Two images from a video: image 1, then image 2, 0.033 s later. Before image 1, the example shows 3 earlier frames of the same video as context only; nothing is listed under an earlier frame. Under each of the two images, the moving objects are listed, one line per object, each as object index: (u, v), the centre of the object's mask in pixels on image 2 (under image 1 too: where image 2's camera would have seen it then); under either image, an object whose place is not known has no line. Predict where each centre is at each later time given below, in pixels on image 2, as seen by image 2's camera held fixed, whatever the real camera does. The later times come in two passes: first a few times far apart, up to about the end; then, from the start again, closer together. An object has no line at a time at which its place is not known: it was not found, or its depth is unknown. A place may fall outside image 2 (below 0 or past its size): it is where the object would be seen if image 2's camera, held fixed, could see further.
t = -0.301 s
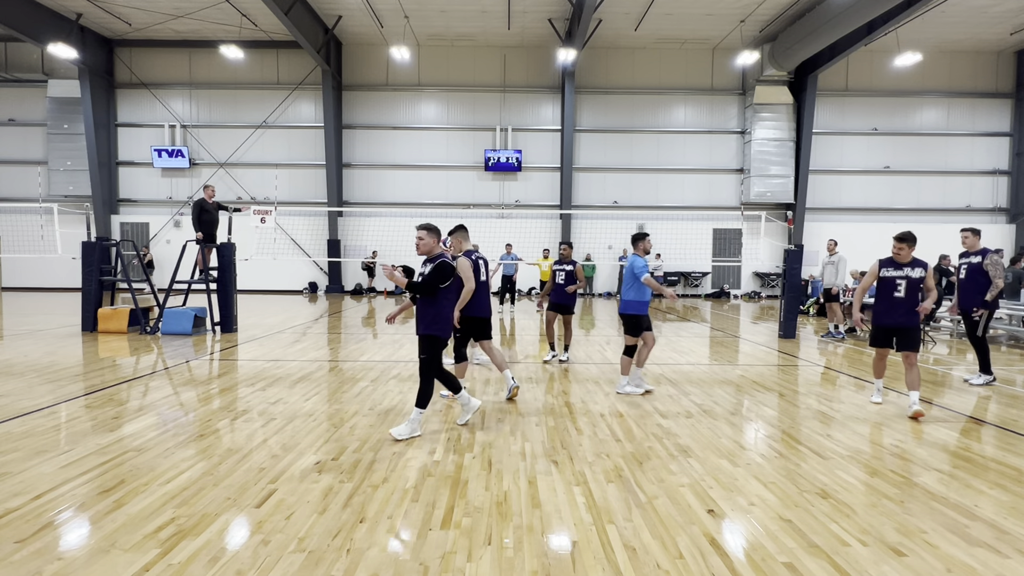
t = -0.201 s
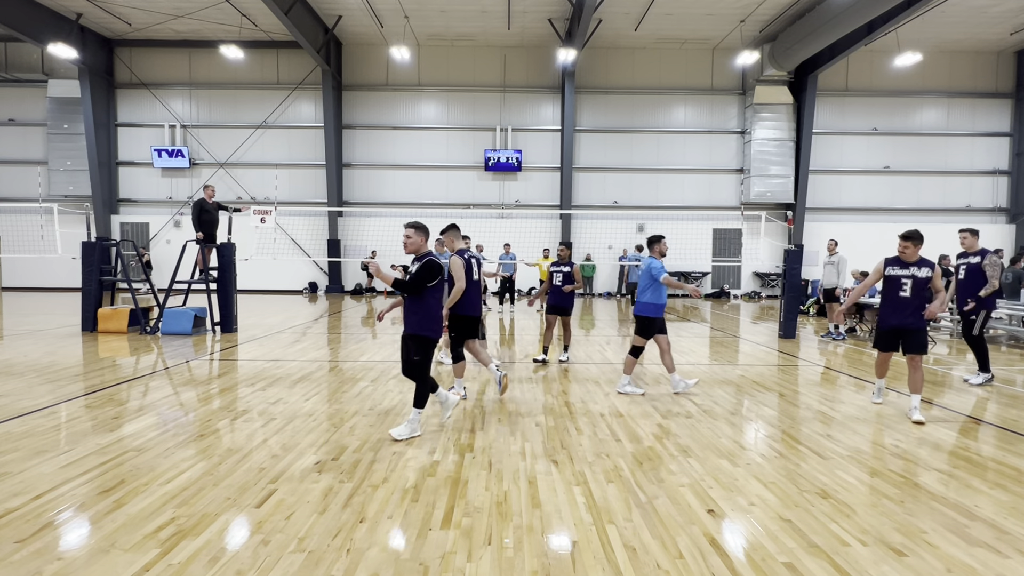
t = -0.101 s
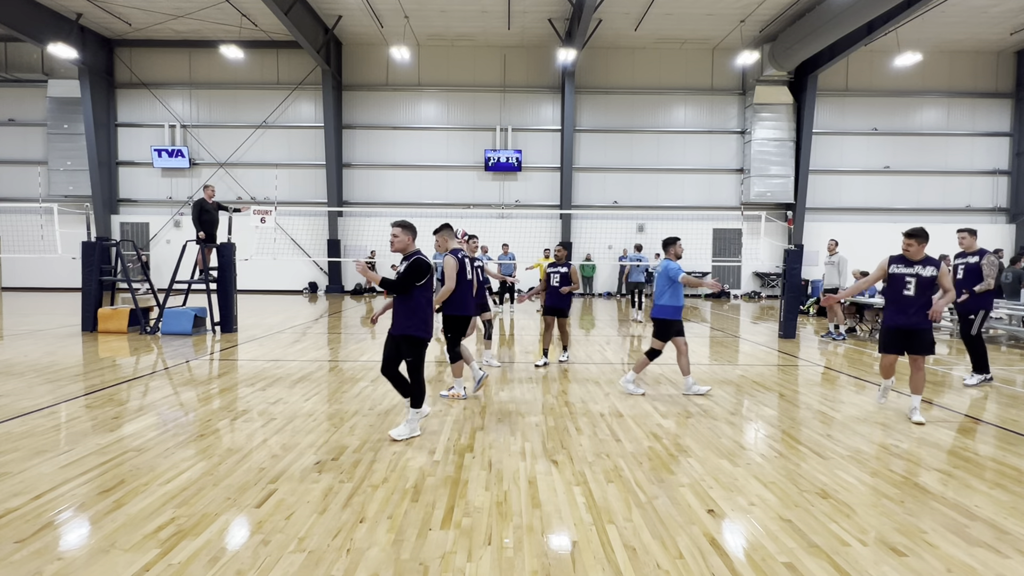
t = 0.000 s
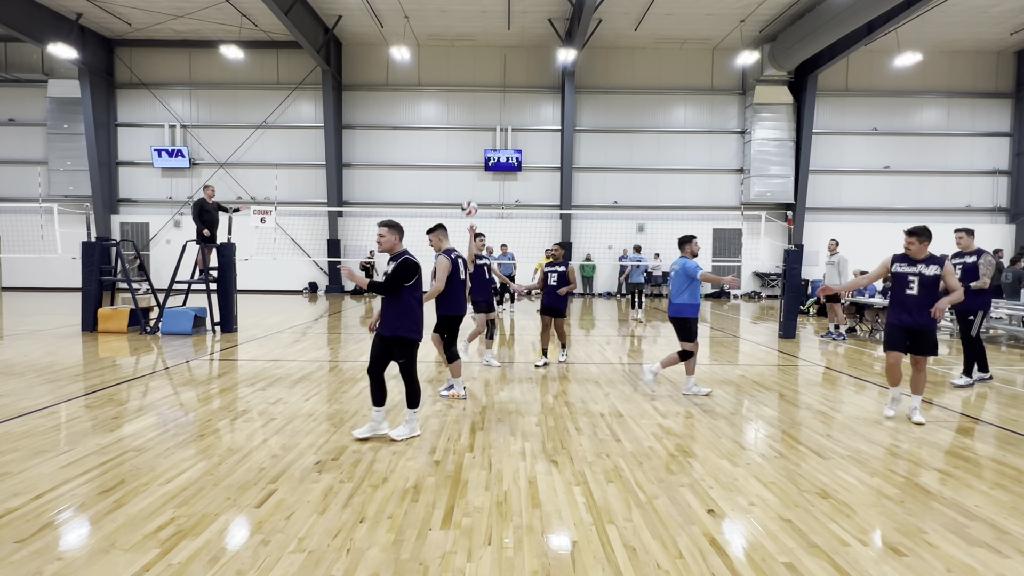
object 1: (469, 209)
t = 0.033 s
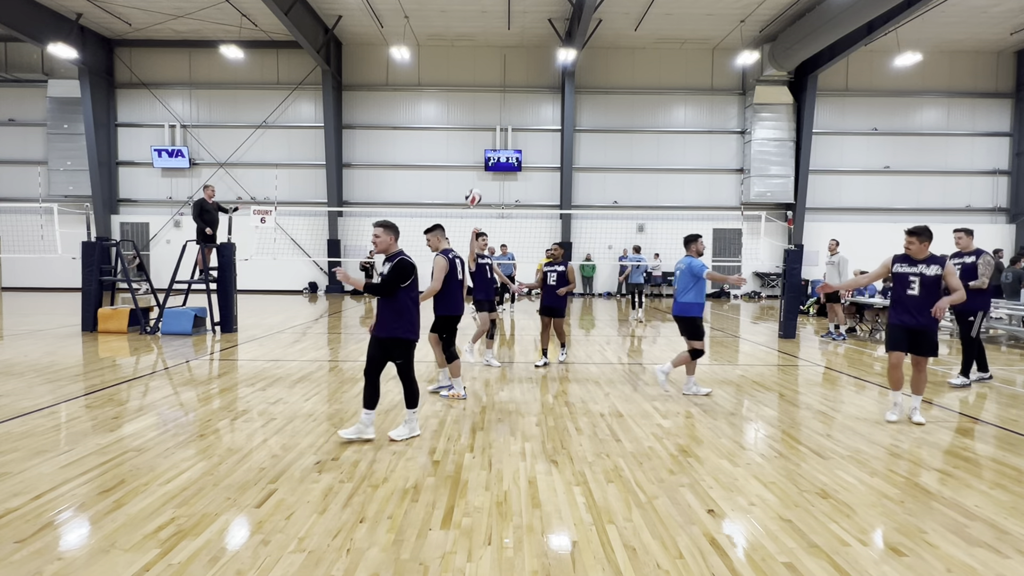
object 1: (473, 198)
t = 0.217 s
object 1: (497, 145)
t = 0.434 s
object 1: (534, 113)
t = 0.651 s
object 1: (582, 123)
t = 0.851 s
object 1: (639, 193)
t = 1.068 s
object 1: (723, 366)
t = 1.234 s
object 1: (797, 496)
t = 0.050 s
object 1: (475, 192)
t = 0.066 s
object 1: (477, 187)
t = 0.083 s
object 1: (479, 181)
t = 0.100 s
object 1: (481, 176)
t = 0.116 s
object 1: (483, 171)
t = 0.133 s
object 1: (486, 167)
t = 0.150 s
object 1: (488, 162)
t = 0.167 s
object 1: (490, 158)
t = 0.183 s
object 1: (492, 154)
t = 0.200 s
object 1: (494, 149)
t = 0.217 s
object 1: (497, 145)
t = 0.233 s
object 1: (499, 142)
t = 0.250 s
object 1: (502, 138)
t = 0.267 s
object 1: (505, 134)
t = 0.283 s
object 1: (508, 132)
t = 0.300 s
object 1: (510, 129)
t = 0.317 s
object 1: (513, 126)
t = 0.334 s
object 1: (516, 123)
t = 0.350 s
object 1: (519, 121)
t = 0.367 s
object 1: (522, 119)
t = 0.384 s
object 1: (525, 117)
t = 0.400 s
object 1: (528, 115)
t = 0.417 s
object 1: (531, 114)
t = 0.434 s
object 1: (534, 113)
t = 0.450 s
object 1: (538, 112)
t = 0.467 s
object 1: (541, 111)
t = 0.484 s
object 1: (544, 111)
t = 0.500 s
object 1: (548, 110)
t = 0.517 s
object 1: (551, 111)
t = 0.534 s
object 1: (555, 111)
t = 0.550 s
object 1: (559, 112)
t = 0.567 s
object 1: (562, 113)
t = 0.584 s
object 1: (566, 114)
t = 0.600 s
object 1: (570, 116)
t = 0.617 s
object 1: (574, 118)
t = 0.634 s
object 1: (578, 120)
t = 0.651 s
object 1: (582, 123)
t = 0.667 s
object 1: (586, 126)
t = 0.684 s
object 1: (590, 130)
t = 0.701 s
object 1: (594, 134)
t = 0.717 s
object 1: (599, 138)
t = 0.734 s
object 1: (604, 143)
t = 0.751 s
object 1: (609, 149)
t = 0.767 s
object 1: (614, 155)
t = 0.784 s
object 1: (618, 162)
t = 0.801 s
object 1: (624, 169)
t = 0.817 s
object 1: (628, 176)
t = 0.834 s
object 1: (633, 184)
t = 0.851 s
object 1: (639, 193)
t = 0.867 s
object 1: (644, 201)
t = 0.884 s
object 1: (650, 211)
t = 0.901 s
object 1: (656, 221)
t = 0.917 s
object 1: (662, 233)
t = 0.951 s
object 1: (674, 258)
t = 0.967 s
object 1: (681, 272)
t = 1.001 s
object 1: (694, 299)
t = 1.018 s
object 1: (701, 314)
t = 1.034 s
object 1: (708, 330)
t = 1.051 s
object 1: (716, 348)
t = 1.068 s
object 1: (723, 366)
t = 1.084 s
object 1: (731, 385)
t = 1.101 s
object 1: (739, 406)
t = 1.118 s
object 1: (747, 428)
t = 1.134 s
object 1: (755, 450)
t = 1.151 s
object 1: (764, 474)
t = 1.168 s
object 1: (774, 498)
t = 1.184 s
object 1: (783, 526)
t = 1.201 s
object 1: (788, 525)
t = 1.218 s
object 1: (793, 510)
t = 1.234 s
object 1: (797, 496)
